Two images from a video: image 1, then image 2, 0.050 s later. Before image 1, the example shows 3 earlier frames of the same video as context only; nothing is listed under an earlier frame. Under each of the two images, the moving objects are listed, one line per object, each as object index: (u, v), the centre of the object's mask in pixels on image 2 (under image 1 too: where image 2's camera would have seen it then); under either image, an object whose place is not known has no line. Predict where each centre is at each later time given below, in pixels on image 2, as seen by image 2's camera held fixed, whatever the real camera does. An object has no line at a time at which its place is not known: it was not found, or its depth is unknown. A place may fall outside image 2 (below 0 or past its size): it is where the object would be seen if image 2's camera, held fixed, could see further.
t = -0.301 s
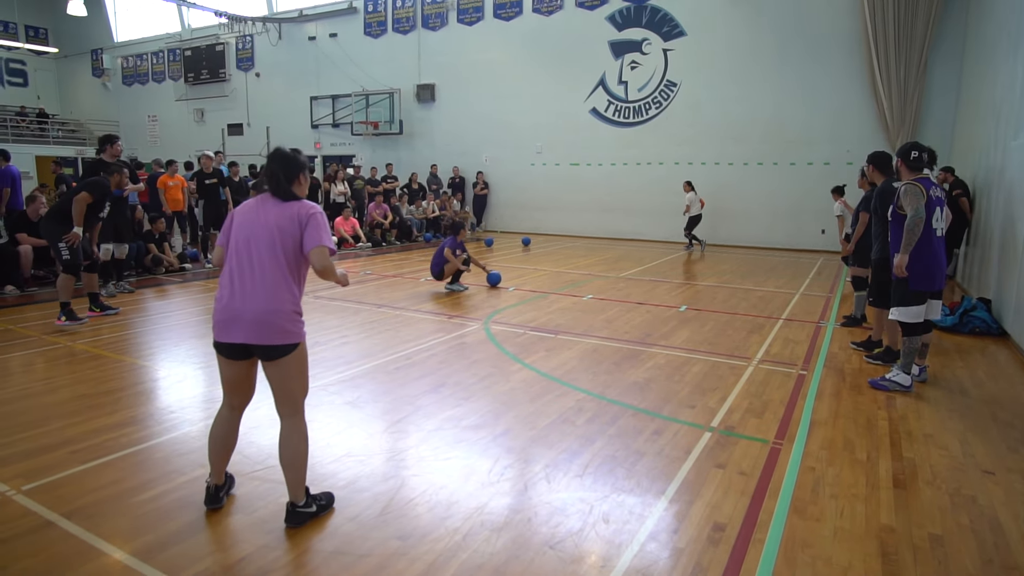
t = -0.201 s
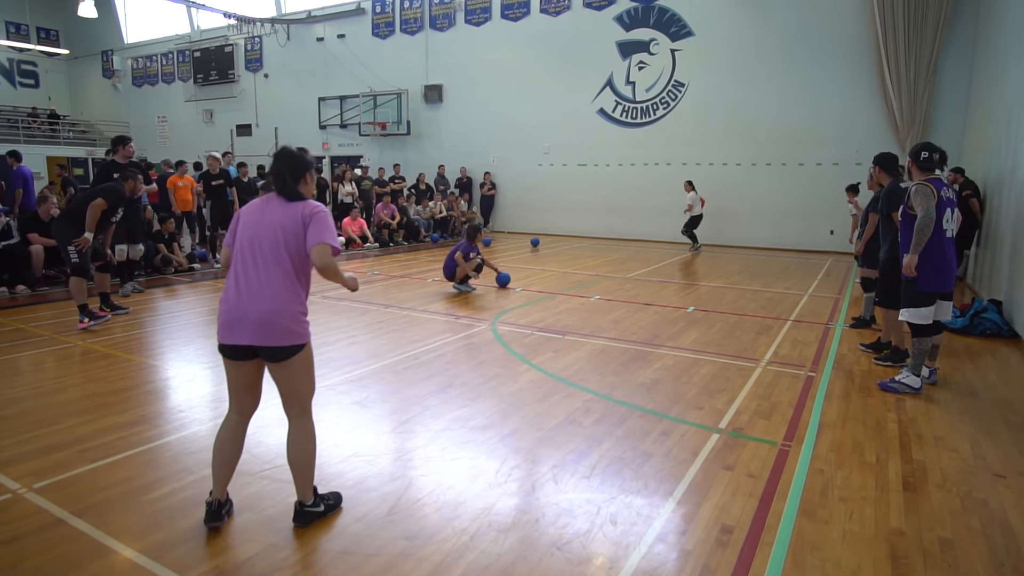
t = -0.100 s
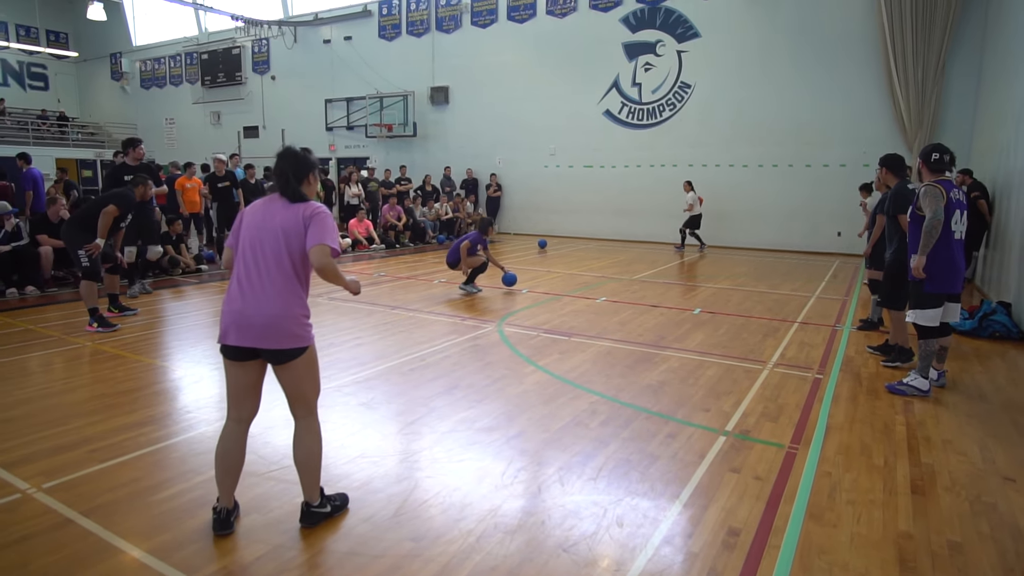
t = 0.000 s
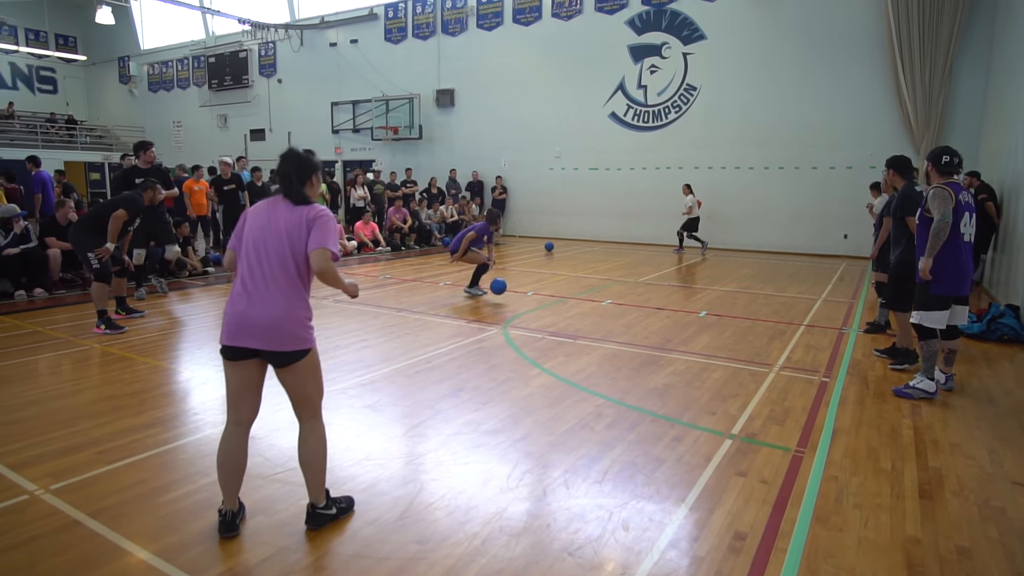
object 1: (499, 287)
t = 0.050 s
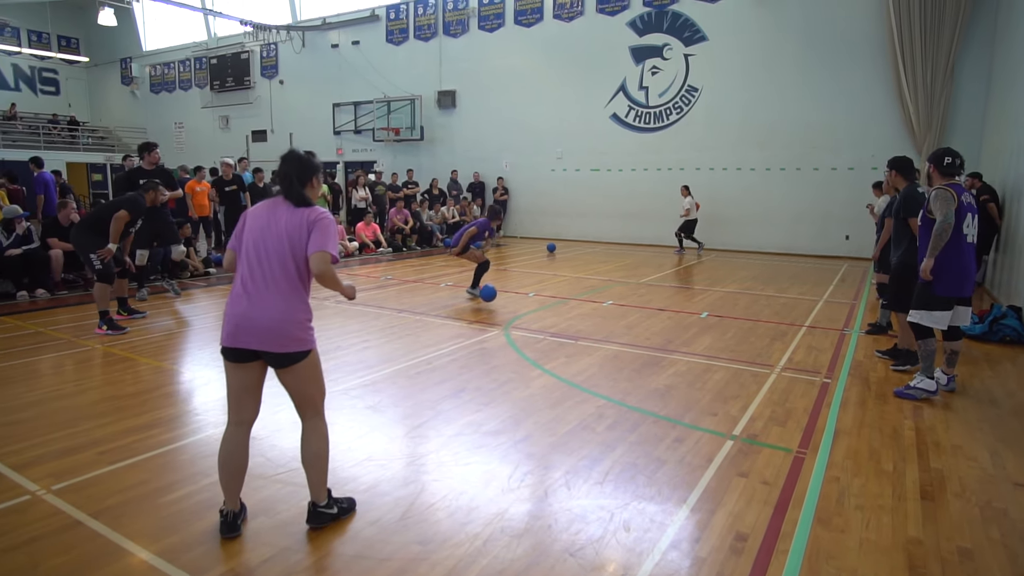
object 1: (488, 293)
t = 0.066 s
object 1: (484, 296)
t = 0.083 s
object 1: (480, 298)
